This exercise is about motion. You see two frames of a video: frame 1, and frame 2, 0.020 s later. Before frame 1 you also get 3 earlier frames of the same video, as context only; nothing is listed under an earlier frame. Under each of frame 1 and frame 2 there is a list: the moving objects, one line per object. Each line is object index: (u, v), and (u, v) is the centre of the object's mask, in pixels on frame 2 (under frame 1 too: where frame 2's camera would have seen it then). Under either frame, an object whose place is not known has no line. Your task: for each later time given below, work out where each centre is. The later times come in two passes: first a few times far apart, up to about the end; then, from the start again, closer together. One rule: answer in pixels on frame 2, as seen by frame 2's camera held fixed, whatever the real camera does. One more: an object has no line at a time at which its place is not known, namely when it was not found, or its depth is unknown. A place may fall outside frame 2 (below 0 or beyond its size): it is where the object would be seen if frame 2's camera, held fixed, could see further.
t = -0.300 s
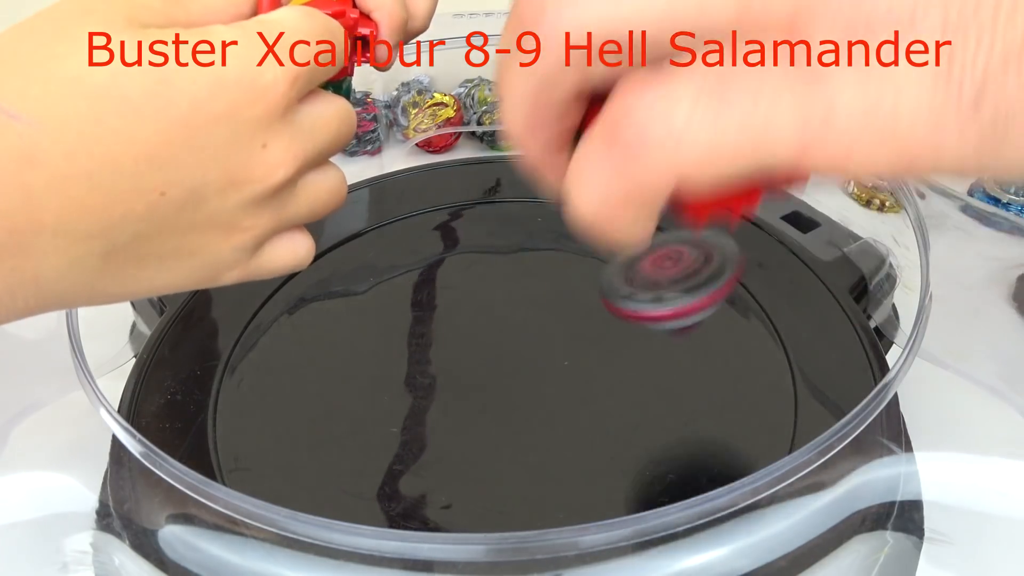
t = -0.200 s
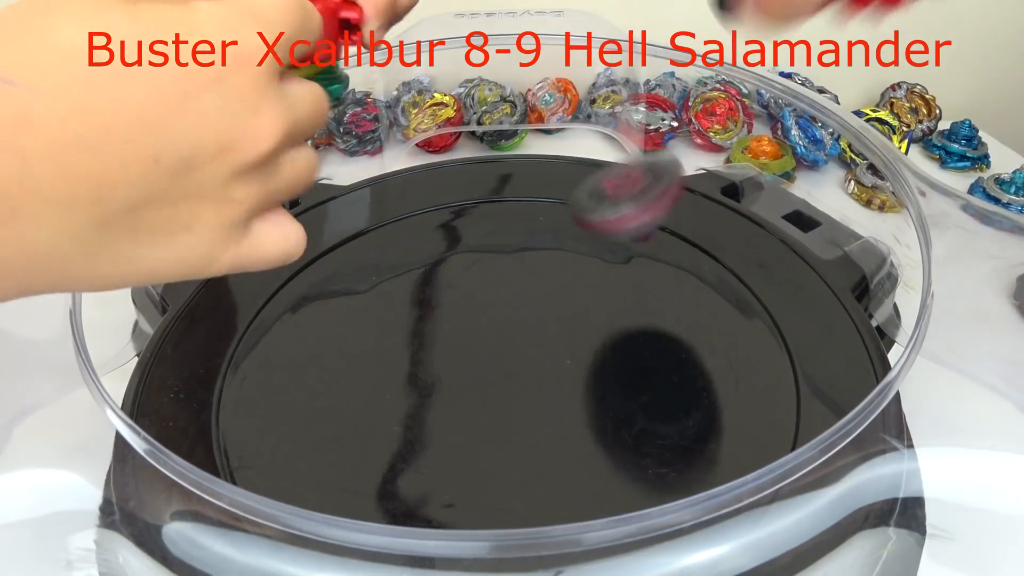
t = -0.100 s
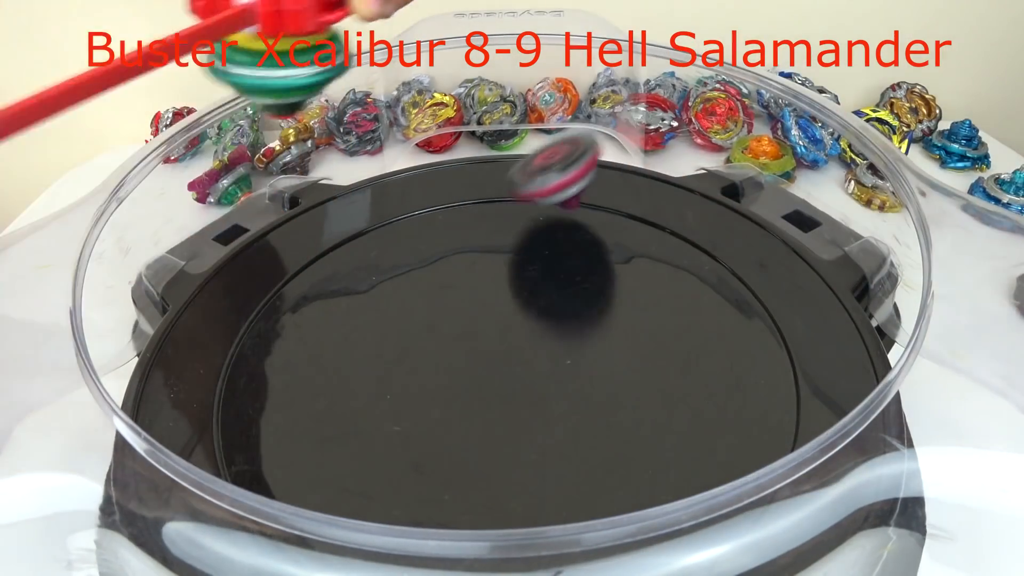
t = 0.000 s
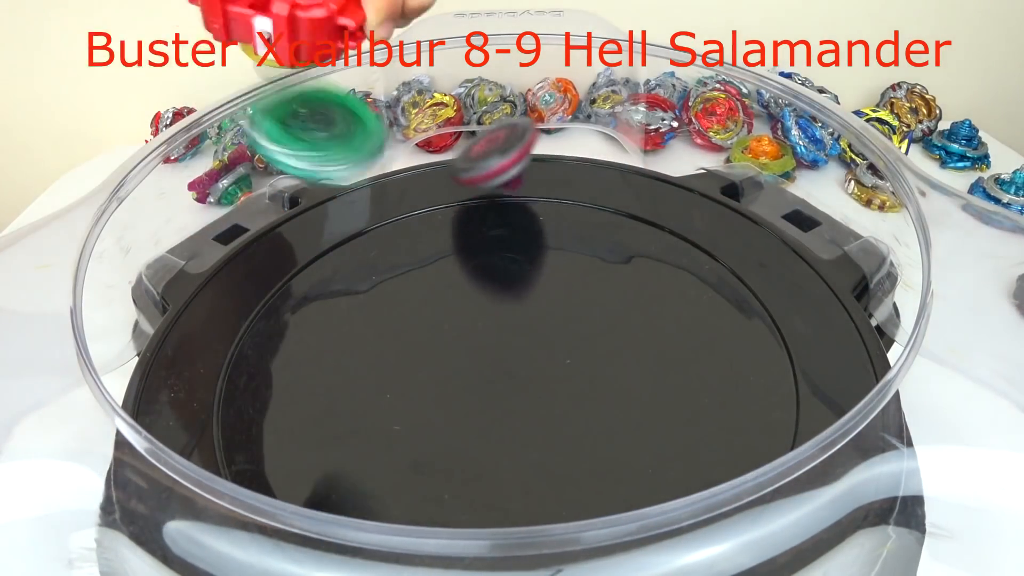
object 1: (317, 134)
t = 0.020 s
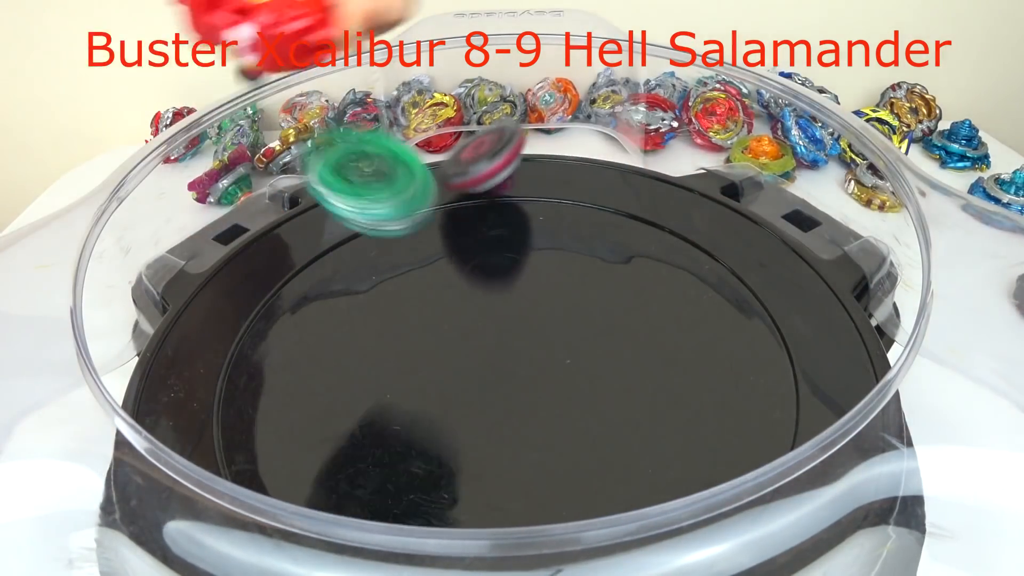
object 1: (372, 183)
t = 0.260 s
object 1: (742, 210)
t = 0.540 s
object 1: (629, 365)
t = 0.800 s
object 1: (543, 263)
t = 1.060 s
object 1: (534, 225)
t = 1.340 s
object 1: (540, 321)
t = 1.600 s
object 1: (602, 405)
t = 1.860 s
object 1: (406, 389)
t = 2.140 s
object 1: (243, 276)
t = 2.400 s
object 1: (226, 283)
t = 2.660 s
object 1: (239, 337)
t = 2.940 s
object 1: (266, 356)
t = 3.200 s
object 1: (259, 327)
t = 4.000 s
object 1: (431, 223)
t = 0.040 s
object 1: (416, 229)
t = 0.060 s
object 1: (457, 277)
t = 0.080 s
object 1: (488, 260)
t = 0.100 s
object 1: (522, 234)
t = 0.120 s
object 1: (556, 213)
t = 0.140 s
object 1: (590, 202)
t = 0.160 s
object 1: (626, 197)
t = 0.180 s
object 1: (658, 198)
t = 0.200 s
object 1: (690, 208)
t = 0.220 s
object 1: (718, 224)
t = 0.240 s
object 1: (734, 224)
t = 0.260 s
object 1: (742, 210)
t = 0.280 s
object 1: (749, 204)
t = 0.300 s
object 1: (755, 204)
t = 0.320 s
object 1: (760, 212)
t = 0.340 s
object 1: (763, 227)
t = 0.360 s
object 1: (763, 252)
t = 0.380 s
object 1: (762, 285)
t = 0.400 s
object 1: (755, 293)
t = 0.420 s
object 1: (744, 293)
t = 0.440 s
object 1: (730, 299)
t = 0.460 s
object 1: (715, 314)
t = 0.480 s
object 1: (697, 338)
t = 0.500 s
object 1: (677, 353)
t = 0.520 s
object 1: (654, 356)
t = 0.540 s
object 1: (629, 365)
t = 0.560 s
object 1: (603, 381)
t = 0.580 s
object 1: (576, 384)
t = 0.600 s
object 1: (552, 382)
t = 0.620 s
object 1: (540, 381)
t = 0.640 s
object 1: (538, 354)
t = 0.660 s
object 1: (537, 334)
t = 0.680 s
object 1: (536, 320)
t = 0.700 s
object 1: (538, 315)
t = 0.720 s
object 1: (538, 305)
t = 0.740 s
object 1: (540, 289)
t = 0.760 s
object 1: (541, 282)
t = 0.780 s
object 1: (541, 271)
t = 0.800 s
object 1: (543, 263)
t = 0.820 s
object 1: (545, 256)
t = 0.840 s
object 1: (546, 248)
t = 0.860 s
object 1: (548, 243)
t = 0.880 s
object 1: (547, 238)
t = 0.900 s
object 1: (548, 233)
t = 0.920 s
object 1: (548, 229)
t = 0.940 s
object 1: (547, 225)
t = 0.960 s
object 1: (546, 224)
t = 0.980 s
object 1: (543, 223)
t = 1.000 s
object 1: (541, 222)
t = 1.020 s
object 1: (538, 223)
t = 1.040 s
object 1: (535, 223)
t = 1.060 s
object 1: (534, 225)
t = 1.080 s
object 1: (530, 229)
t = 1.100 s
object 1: (527, 232)
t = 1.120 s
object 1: (525, 237)
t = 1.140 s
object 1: (523, 241)
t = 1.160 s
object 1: (522, 246)
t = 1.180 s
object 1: (521, 252)
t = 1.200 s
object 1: (519, 259)
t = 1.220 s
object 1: (520, 266)
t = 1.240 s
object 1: (520, 274)
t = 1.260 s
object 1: (522, 282)
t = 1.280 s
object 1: (525, 291)
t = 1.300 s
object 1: (529, 300)
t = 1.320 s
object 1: (534, 310)
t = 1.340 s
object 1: (540, 321)
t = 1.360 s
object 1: (545, 330)
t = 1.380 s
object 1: (552, 340)
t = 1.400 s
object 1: (556, 347)
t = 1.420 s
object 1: (562, 356)
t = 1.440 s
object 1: (569, 364)
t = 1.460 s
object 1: (573, 369)
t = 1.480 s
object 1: (578, 378)
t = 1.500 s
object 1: (583, 382)
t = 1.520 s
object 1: (587, 390)
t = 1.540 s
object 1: (591, 389)
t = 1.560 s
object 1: (596, 395)
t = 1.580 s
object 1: (599, 402)
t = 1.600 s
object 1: (602, 405)
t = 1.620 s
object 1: (603, 410)
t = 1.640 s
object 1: (597, 413)
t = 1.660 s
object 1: (591, 416)
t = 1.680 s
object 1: (586, 424)
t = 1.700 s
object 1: (580, 425)
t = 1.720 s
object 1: (572, 430)
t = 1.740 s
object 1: (567, 428)
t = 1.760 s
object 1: (560, 433)
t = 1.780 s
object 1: (552, 431)
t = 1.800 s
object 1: (520, 422)
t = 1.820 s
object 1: (478, 413)
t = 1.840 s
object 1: (440, 402)
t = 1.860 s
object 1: (406, 389)
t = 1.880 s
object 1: (373, 375)
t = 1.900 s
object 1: (345, 362)
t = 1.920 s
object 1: (319, 348)
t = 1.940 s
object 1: (297, 335)
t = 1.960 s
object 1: (277, 323)
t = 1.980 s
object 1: (260, 313)
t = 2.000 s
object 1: (246, 303)
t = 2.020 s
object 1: (237, 294)
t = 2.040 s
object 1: (233, 285)
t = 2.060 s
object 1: (232, 284)
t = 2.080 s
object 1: (233, 279)
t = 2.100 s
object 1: (236, 278)
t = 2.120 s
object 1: (239, 277)
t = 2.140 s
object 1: (243, 276)
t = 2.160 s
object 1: (250, 280)
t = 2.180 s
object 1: (262, 285)
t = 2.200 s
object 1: (277, 291)
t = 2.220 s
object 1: (291, 294)
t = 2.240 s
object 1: (308, 303)
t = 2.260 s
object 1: (295, 298)
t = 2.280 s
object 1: (278, 291)
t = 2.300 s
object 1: (264, 290)
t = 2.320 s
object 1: (252, 283)
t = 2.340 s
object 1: (243, 279)
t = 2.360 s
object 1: (237, 282)
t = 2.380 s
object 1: (231, 280)
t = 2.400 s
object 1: (226, 283)
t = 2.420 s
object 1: (221, 284)
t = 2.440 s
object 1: (217, 285)
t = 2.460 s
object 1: (214, 288)
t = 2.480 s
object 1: (211, 290)
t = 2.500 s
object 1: (210, 294)
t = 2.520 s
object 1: (209, 296)
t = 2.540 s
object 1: (210, 301)
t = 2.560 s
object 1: (212, 307)
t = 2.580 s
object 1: (215, 310)
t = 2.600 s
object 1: (218, 316)
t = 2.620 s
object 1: (221, 319)
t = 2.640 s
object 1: (228, 328)
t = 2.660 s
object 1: (239, 337)
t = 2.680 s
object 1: (253, 343)
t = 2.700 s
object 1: (268, 349)
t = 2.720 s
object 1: (286, 359)
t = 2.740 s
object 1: (305, 364)
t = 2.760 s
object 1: (326, 371)
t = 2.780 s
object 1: (347, 374)
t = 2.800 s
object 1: (369, 378)
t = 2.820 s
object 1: (391, 380)
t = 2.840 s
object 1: (413, 383)
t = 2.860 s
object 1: (414, 383)
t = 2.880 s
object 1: (371, 379)
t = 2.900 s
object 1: (334, 371)
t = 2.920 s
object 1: (298, 365)
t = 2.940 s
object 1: (266, 356)
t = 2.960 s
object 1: (238, 348)
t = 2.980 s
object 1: (217, 336)
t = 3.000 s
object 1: (202, 326)
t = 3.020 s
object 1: (190, 324)
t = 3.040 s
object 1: (181, 320)
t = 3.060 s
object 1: (174, 315)
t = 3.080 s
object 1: (182, 316)
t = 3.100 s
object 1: (193, 319)
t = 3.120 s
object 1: (204, 319)
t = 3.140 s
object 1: (215, 319)
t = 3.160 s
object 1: (228, 320)
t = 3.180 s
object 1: (242, 322)
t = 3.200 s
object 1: (259, 327)
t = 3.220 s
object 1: (278, 328)
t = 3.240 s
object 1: (297, 328)
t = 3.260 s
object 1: (317, 328)
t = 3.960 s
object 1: (435, 231)
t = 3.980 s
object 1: (432, 227)
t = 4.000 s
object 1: (431, 223)
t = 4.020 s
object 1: (430, 222)
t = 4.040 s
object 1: (432, 223)
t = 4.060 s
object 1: (435, 223)
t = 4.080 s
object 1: (437, 224)
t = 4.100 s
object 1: (441, 227)
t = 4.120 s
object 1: (445, 230)
